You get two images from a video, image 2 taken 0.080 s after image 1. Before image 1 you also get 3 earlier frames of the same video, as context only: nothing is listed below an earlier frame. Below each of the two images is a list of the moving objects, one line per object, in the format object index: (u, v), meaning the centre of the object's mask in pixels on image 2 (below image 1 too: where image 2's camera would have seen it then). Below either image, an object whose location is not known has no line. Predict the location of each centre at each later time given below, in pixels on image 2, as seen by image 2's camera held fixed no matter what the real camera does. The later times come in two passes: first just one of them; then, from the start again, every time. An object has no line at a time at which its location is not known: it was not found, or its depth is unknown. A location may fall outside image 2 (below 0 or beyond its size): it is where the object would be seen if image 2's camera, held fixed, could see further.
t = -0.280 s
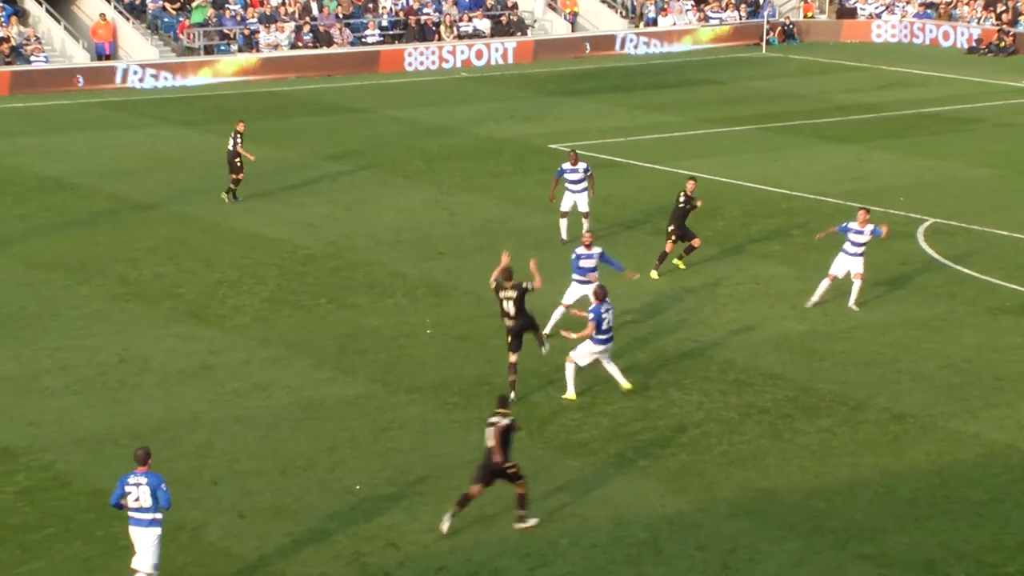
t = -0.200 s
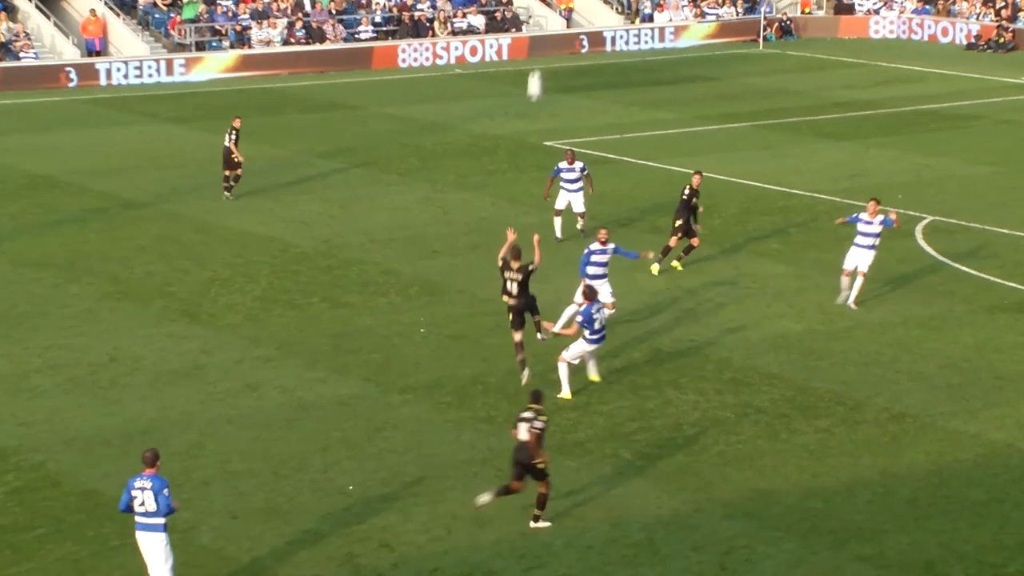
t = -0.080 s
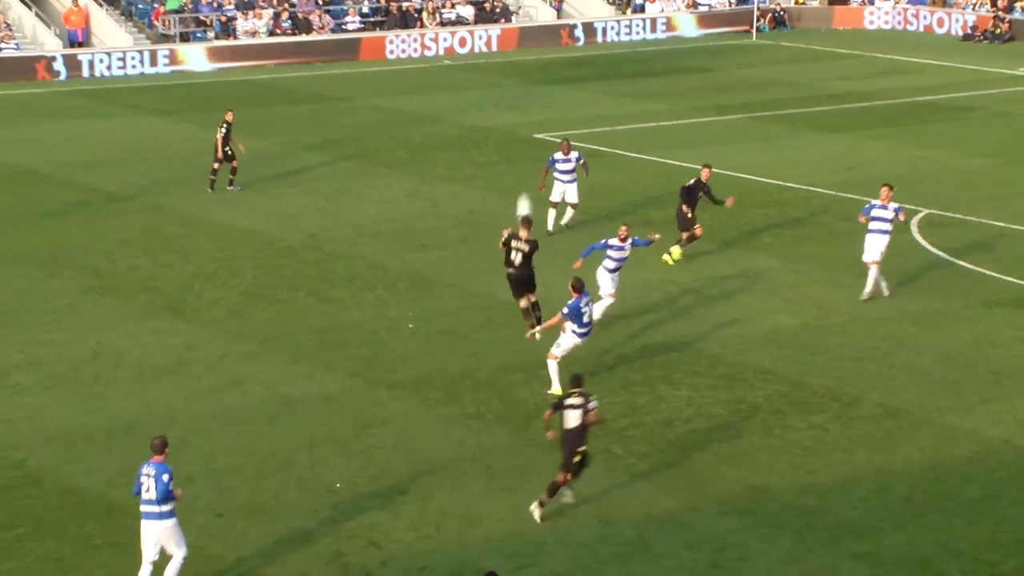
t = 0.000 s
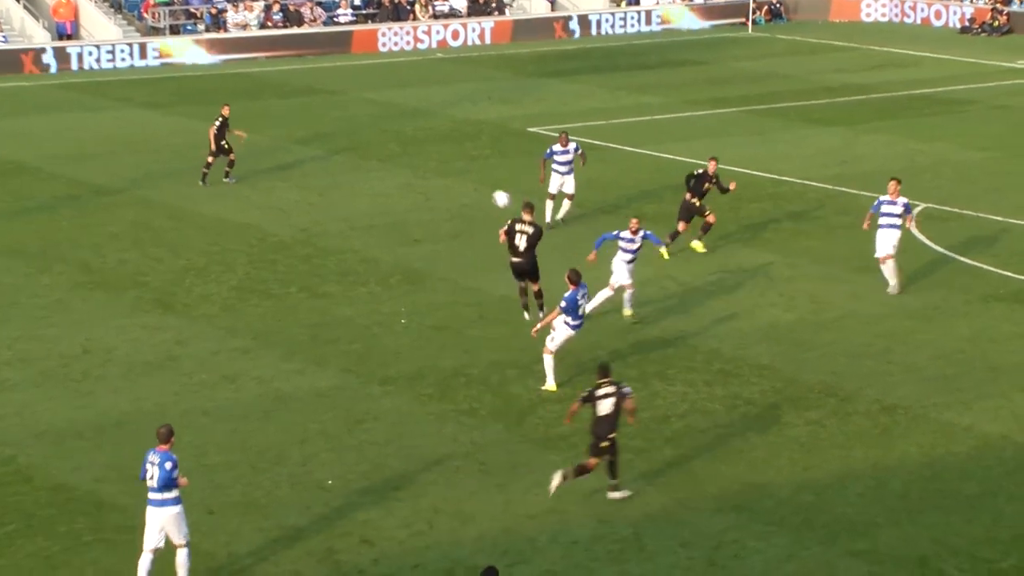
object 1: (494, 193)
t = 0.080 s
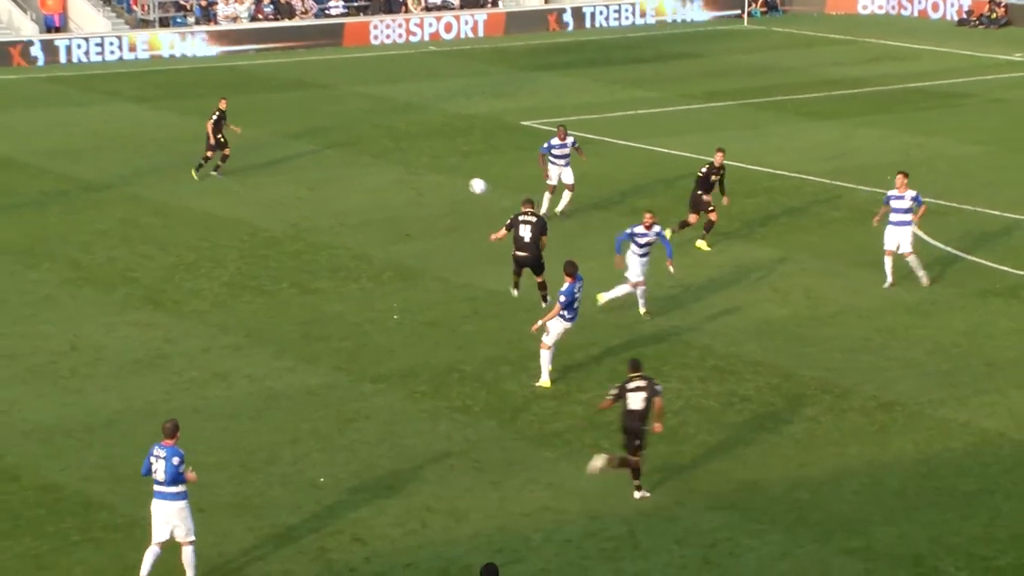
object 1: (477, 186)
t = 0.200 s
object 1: (452, 185)
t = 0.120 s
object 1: (469, 183)
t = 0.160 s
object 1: (459, 184)
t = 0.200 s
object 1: (452, 185)
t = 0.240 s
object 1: (445, 188)
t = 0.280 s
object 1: (439, 193)
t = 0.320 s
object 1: (432, 198)
